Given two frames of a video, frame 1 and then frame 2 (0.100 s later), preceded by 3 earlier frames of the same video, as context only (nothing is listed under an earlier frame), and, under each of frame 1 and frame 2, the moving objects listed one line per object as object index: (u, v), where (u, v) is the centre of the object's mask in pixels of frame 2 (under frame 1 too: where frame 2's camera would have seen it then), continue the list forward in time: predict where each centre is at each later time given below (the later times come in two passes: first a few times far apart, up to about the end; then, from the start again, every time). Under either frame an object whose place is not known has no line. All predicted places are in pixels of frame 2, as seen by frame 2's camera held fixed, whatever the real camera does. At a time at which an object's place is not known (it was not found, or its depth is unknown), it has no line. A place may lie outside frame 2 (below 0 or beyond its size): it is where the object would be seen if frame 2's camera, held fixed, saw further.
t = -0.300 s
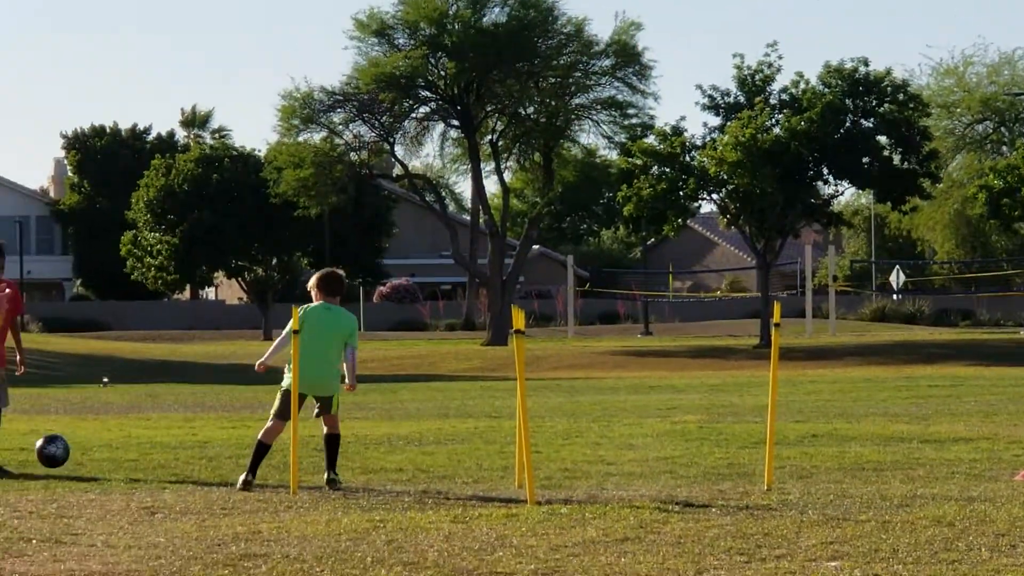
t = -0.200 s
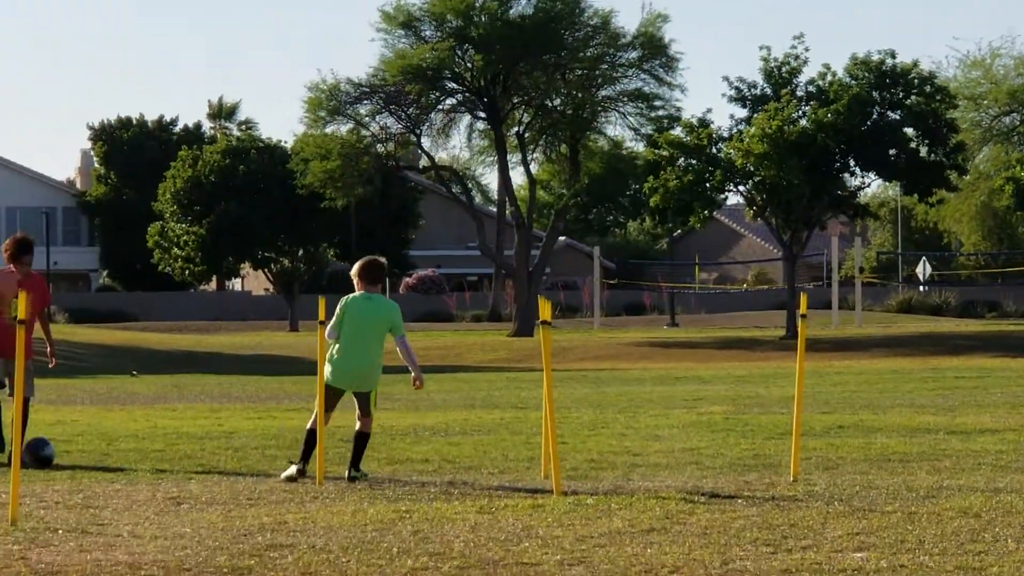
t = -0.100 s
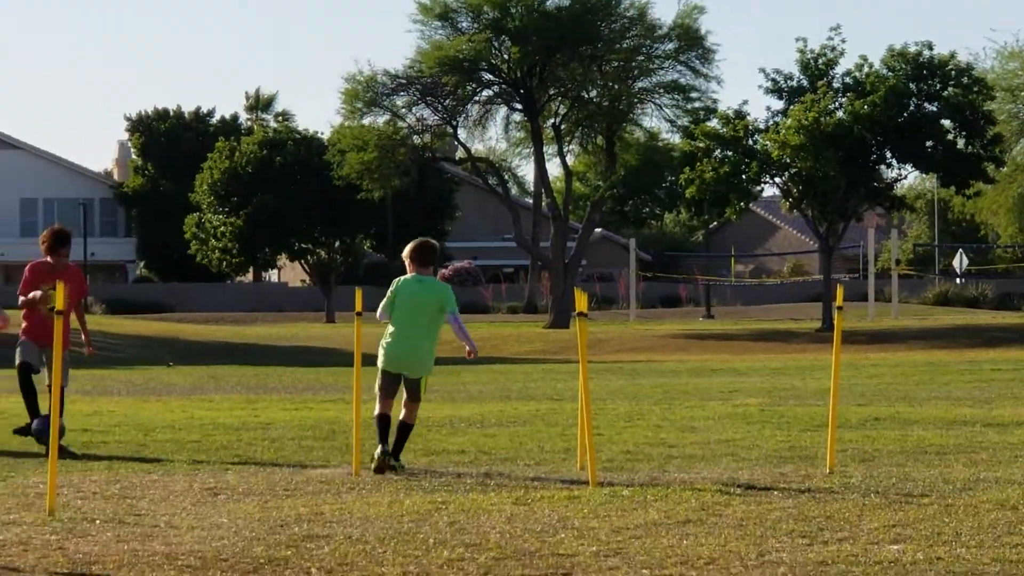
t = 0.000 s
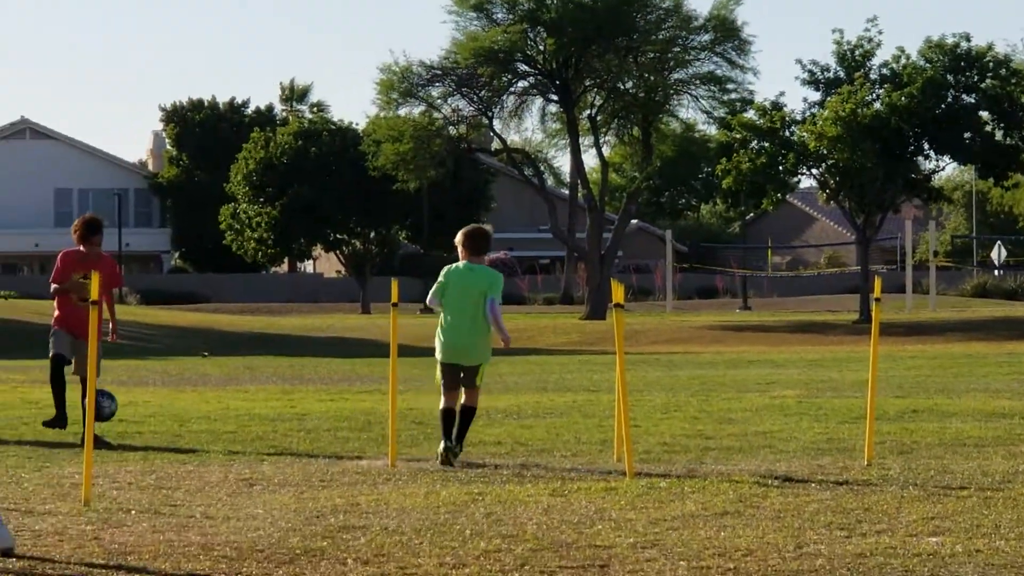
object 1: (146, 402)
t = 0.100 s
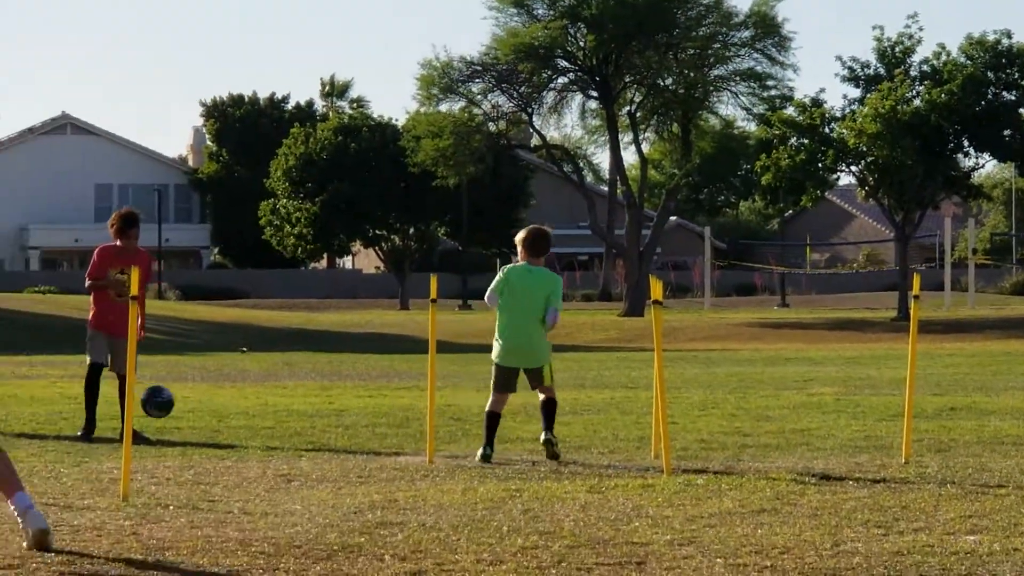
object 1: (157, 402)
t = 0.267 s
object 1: (179, 424)
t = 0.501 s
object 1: (201, 424)
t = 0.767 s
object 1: (234, 427)
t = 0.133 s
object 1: (162, 406)
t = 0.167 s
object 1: (167, 411)
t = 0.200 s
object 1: (173, 418)
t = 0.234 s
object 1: (176, 427)
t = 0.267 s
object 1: (179, 424)
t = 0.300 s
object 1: (181, 419)
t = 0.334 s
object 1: (186, 417)
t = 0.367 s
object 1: (189, 415)
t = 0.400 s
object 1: (191, 414)
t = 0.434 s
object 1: (195, 415)
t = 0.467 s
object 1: (198, 419)
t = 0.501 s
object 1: (201, 424)
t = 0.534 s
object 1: (205, 429)
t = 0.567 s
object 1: (210, 426)
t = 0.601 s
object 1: (213, 424)
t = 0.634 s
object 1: (218, 424)
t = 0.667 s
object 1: (222, 426)
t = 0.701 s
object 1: (226, 429)
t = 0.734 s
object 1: (230, 428)
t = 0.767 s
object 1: (234, 427)
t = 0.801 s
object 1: (238, 428)
